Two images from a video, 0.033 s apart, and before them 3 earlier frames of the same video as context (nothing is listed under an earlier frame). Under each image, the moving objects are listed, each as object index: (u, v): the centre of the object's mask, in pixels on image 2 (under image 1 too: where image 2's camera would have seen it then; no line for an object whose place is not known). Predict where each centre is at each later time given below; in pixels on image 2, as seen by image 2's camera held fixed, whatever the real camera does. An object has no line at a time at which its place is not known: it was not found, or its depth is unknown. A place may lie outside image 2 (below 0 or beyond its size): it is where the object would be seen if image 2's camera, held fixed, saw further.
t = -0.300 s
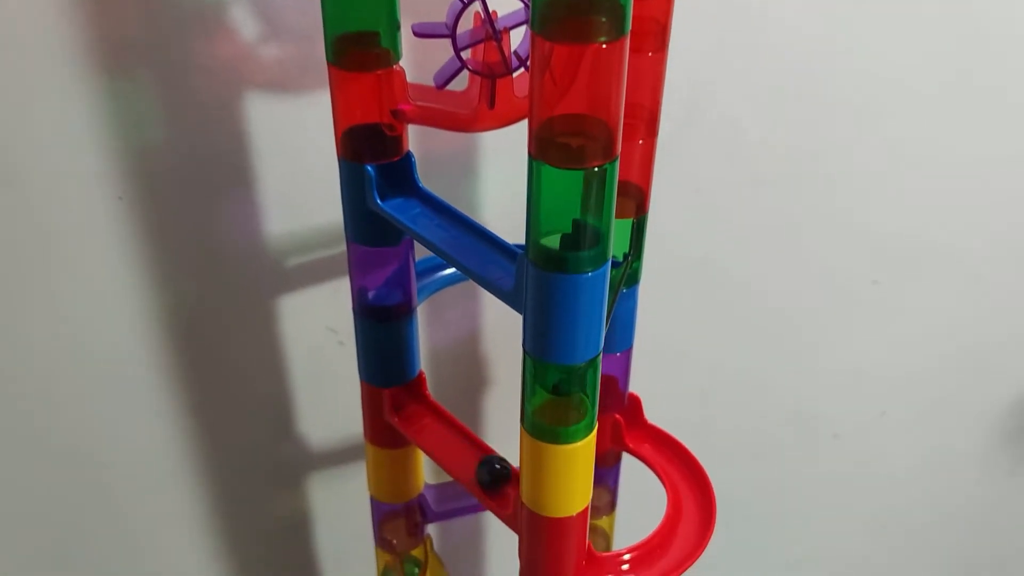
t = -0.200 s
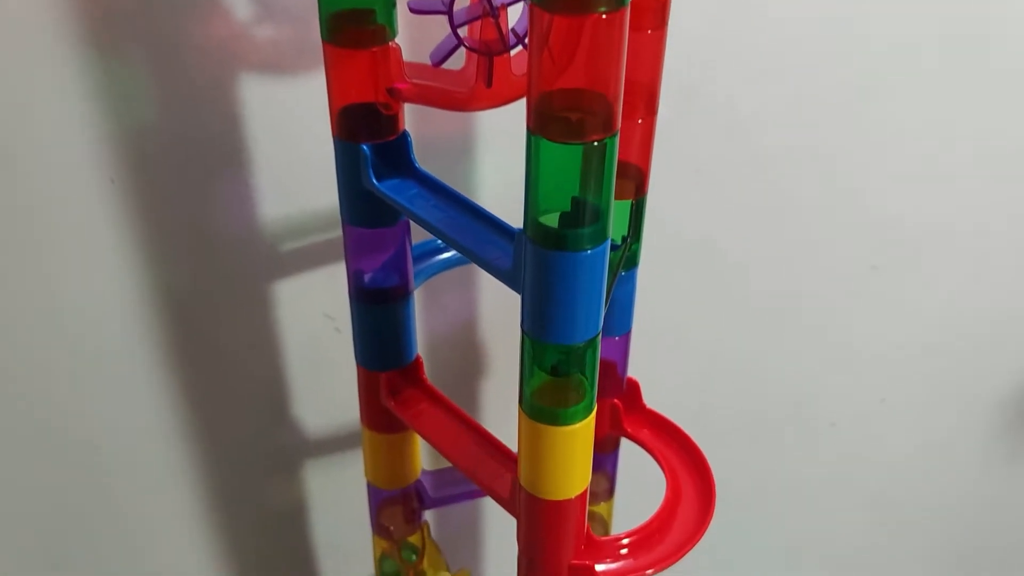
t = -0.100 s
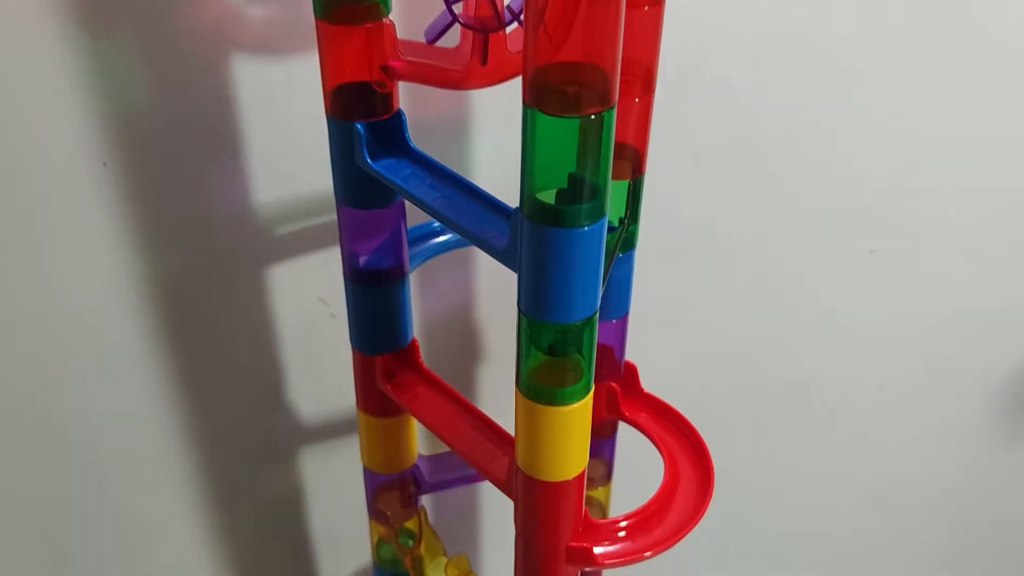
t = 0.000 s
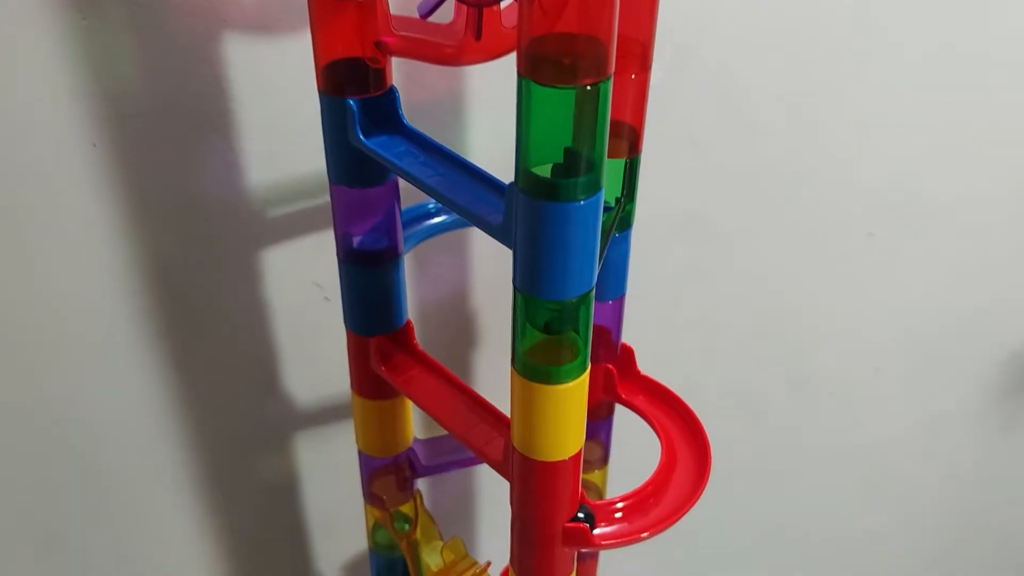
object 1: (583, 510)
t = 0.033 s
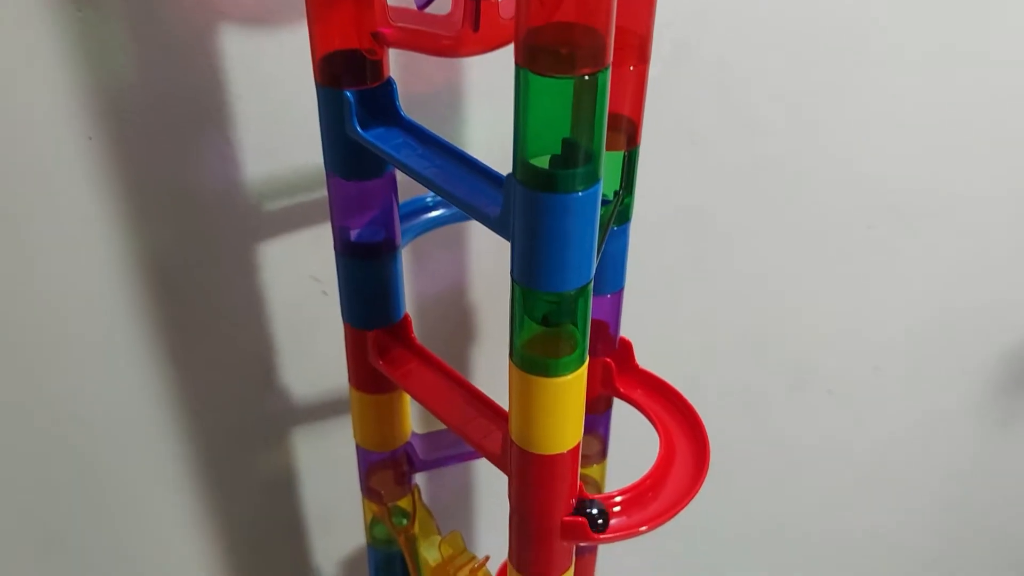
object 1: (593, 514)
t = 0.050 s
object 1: (599, 516)
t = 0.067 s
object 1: (605, 516)
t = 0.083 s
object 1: (611, 516)
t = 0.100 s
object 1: (618, 515)
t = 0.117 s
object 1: (625, 513)
